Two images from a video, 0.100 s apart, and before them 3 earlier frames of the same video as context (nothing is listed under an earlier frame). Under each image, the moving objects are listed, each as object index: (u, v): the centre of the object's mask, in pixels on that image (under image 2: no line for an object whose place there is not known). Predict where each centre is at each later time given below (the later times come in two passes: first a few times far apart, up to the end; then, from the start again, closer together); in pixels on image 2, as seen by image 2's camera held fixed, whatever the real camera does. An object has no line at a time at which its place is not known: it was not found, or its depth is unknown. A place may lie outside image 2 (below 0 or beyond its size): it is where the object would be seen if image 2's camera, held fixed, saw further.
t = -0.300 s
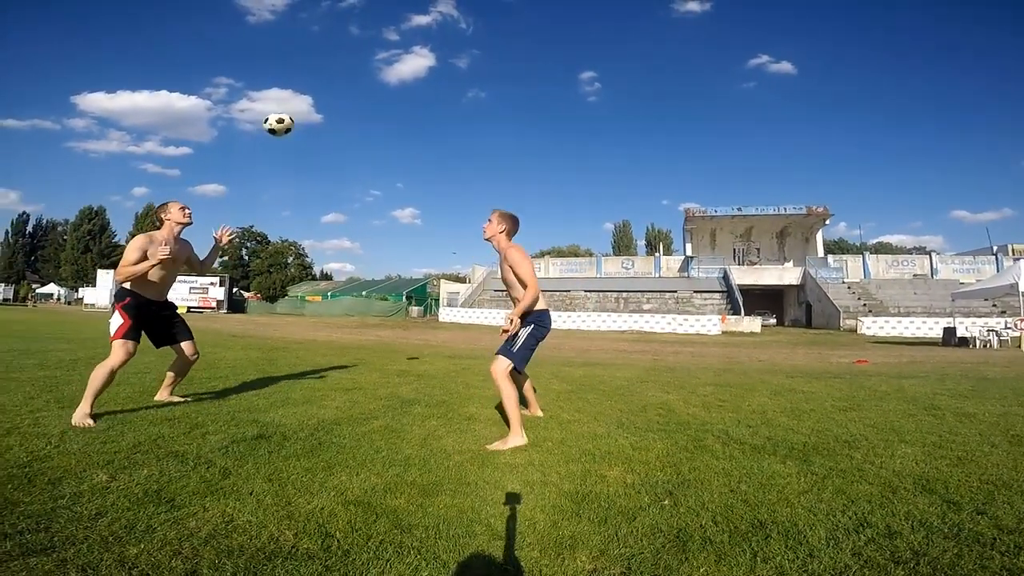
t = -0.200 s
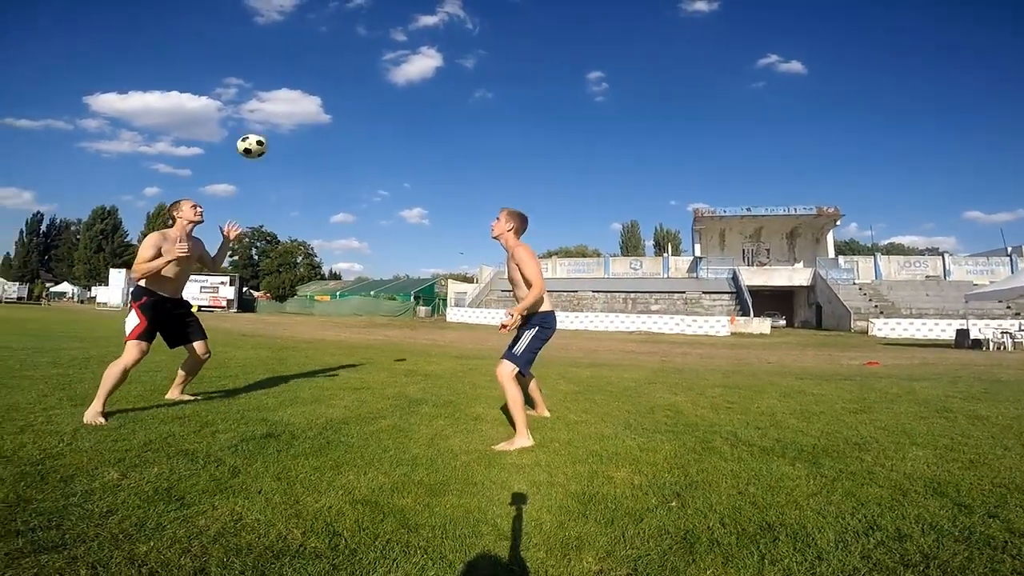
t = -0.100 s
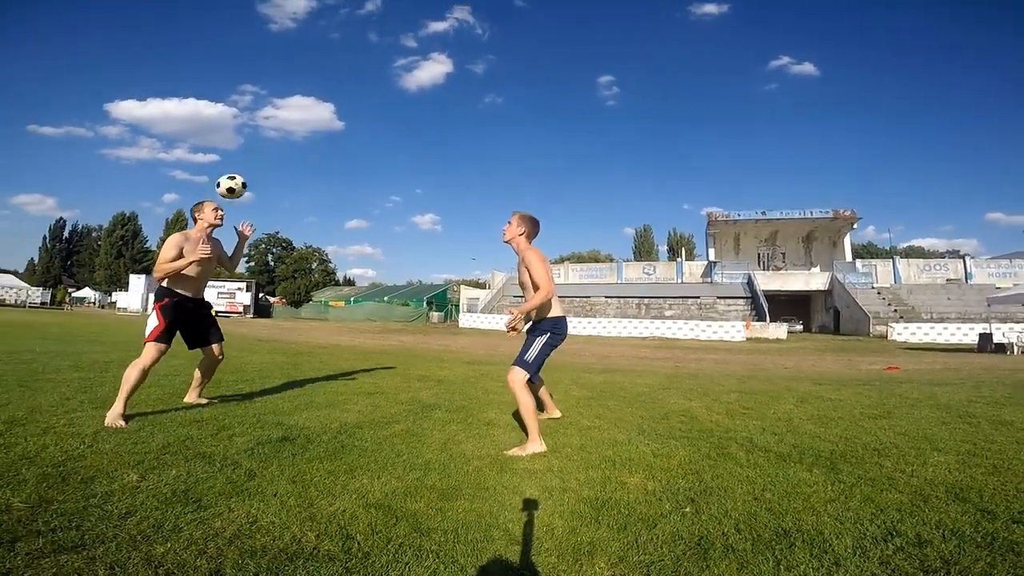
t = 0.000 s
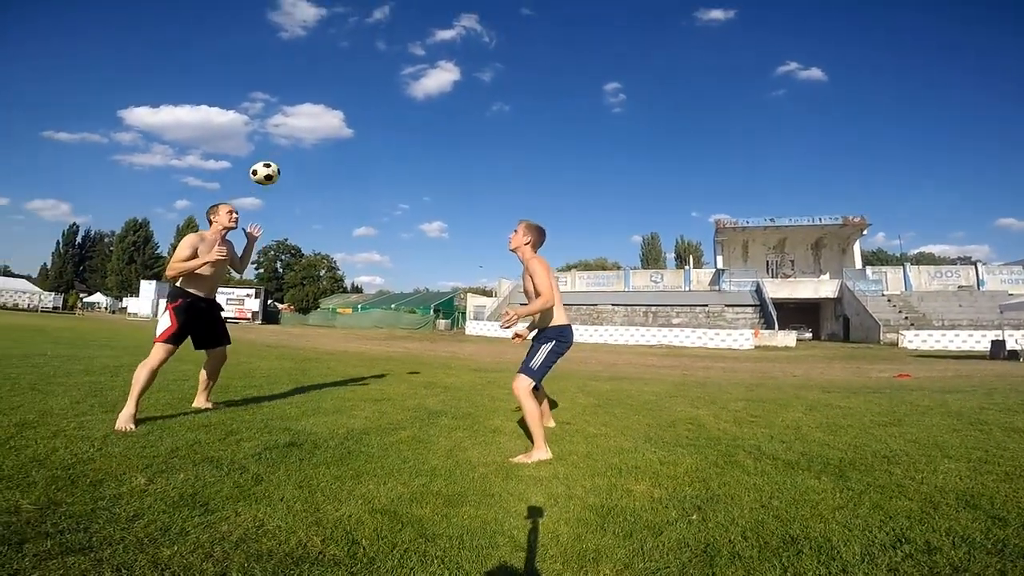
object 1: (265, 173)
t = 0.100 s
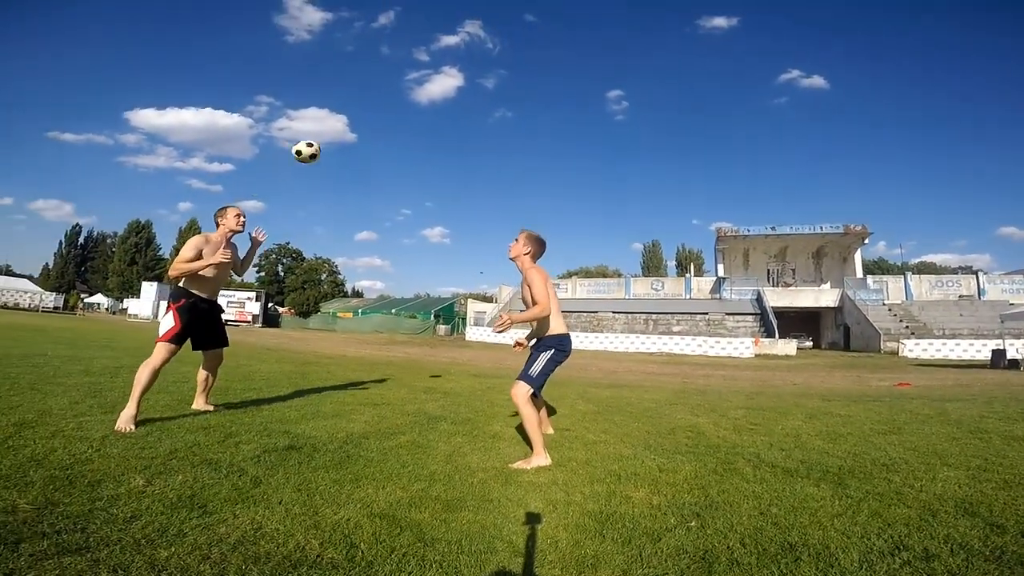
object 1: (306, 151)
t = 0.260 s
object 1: (361, 132)
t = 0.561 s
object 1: (449, 168)
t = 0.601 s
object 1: (461, 182)
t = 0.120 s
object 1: (313, 147)
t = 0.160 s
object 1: (328, 141)
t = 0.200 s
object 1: (342, 137)
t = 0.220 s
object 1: (348, 135)
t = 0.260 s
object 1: (361, 132)
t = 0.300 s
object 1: (374, 132)
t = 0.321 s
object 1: (380, 132)
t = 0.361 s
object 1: (392, 134)
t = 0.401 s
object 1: (404, 137)
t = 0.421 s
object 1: (409, 139)
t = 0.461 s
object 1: (421, 145)
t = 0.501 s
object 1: (432, 153)
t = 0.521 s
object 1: (438, 158)
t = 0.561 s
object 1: (449, 168)
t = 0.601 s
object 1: (461, 182)
